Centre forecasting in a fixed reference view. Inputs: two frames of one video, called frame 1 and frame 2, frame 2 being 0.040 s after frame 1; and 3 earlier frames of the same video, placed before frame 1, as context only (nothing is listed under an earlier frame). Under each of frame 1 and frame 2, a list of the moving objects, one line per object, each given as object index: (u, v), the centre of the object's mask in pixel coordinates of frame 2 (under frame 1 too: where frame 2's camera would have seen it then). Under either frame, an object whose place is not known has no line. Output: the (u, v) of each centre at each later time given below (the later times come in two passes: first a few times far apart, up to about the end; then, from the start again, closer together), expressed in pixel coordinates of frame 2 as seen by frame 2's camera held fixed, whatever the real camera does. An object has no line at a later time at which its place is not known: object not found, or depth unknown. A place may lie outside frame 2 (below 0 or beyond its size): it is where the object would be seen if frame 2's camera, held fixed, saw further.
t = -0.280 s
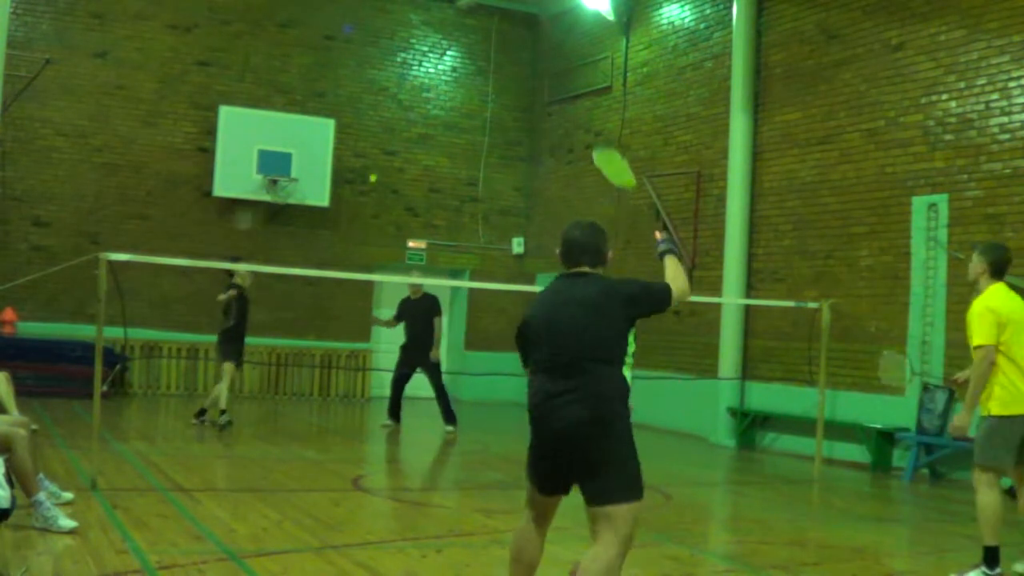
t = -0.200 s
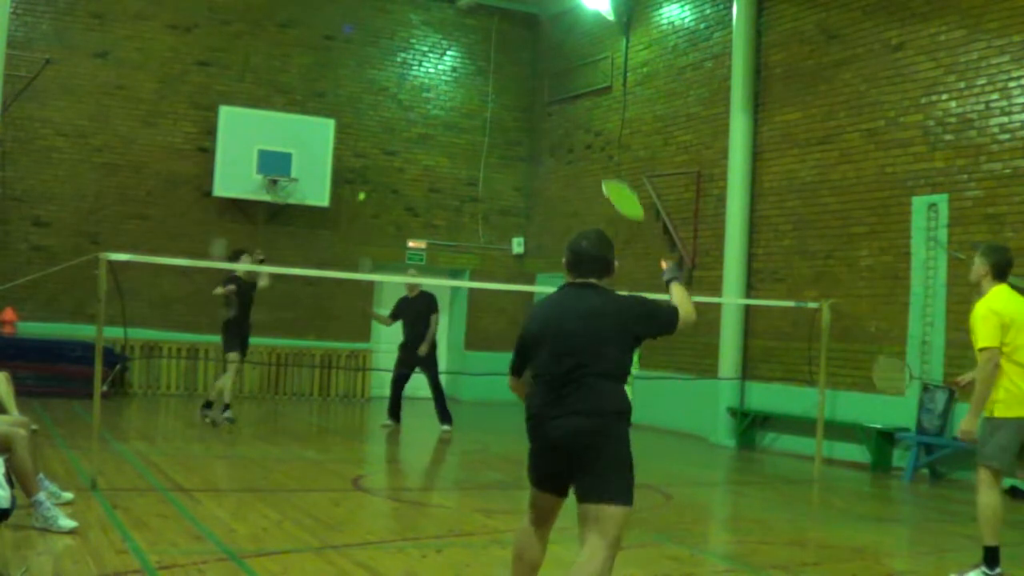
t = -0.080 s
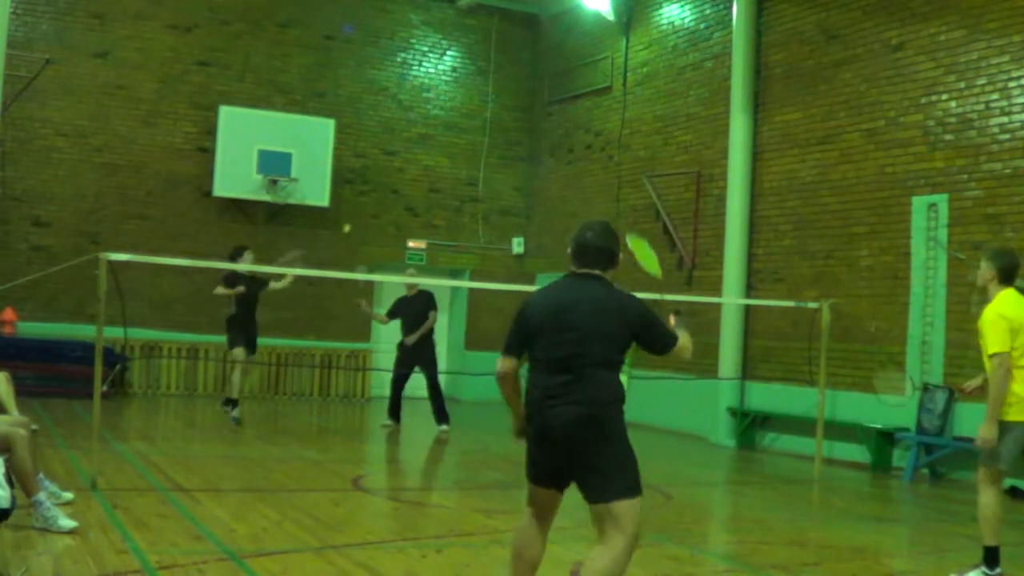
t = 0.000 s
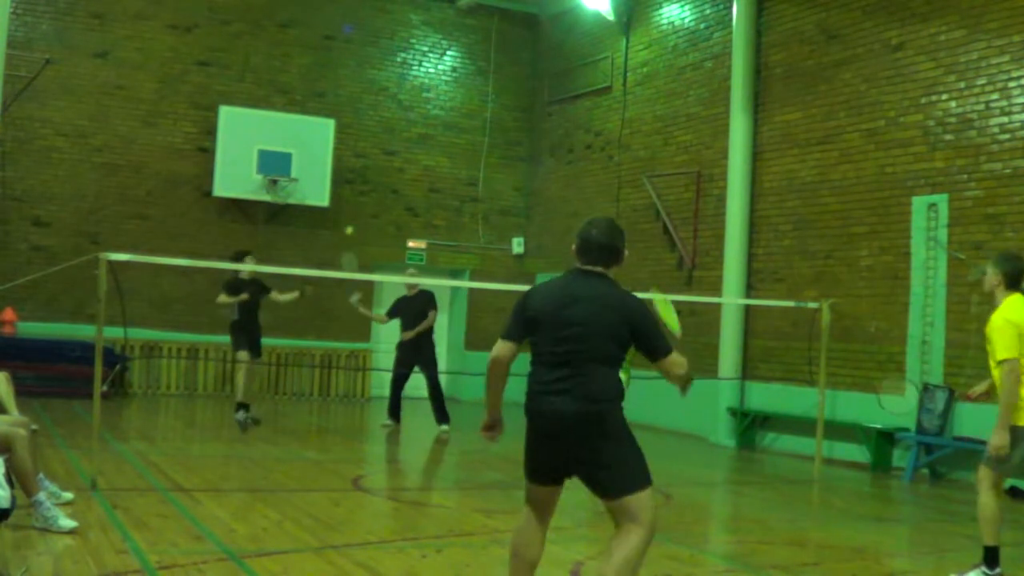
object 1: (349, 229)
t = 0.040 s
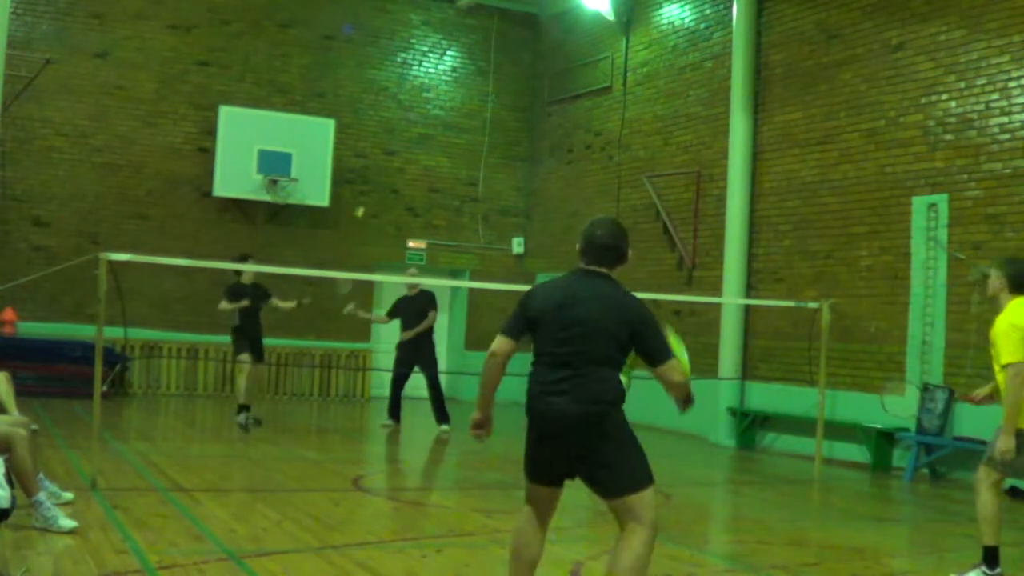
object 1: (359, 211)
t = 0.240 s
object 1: (402, 150)
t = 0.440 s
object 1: (440, 139)
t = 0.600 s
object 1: (468, 169)
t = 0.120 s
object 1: (373, 180)
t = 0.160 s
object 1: (385, 164)
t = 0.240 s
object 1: (402, 150)
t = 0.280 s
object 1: (410, 144)
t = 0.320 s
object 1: (418, 137)
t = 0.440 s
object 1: (440, 139)
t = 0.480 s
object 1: (447, 143)
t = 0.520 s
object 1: (454, 149)
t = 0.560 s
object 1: (461, 158)
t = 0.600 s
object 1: (468, 169)
